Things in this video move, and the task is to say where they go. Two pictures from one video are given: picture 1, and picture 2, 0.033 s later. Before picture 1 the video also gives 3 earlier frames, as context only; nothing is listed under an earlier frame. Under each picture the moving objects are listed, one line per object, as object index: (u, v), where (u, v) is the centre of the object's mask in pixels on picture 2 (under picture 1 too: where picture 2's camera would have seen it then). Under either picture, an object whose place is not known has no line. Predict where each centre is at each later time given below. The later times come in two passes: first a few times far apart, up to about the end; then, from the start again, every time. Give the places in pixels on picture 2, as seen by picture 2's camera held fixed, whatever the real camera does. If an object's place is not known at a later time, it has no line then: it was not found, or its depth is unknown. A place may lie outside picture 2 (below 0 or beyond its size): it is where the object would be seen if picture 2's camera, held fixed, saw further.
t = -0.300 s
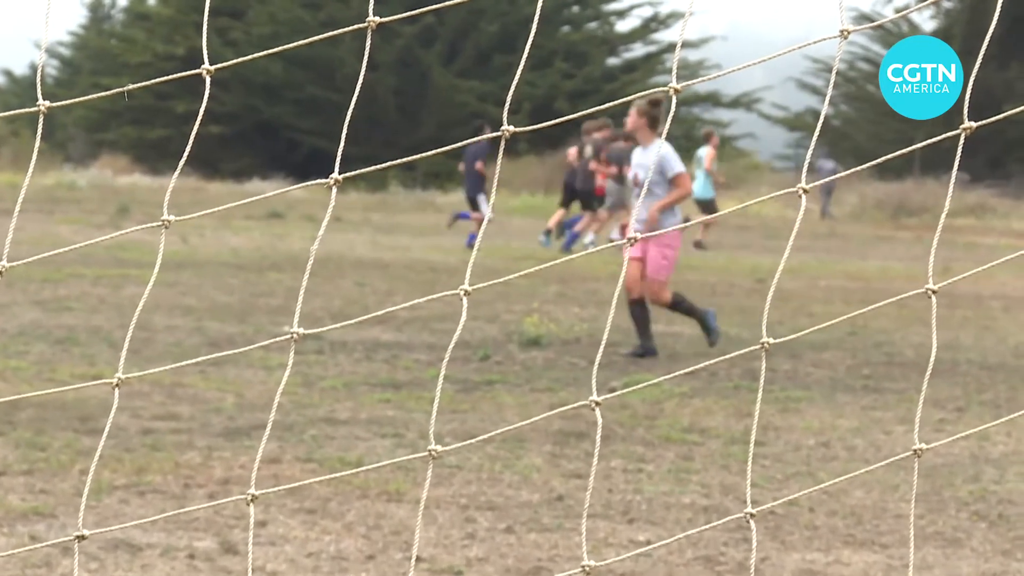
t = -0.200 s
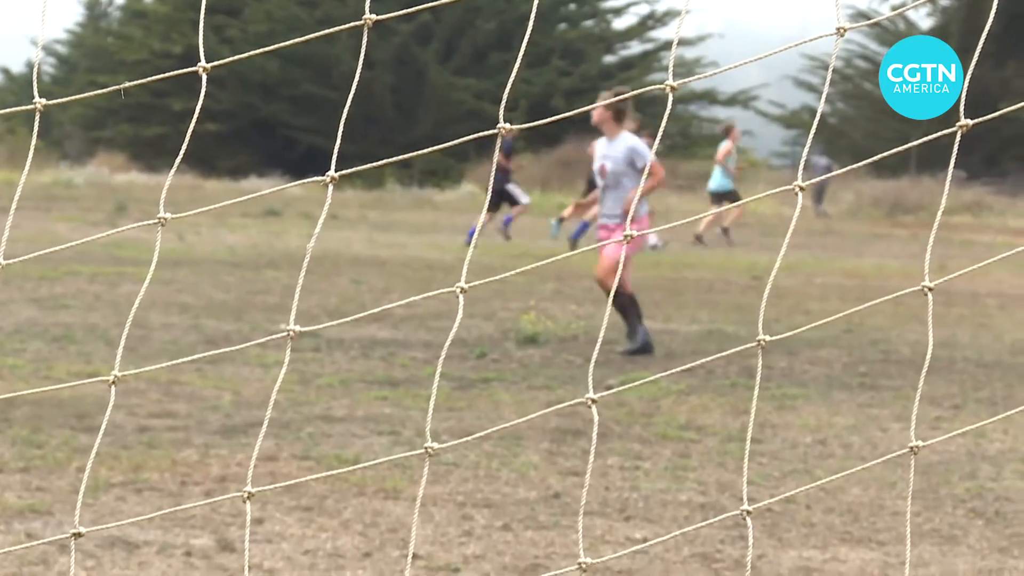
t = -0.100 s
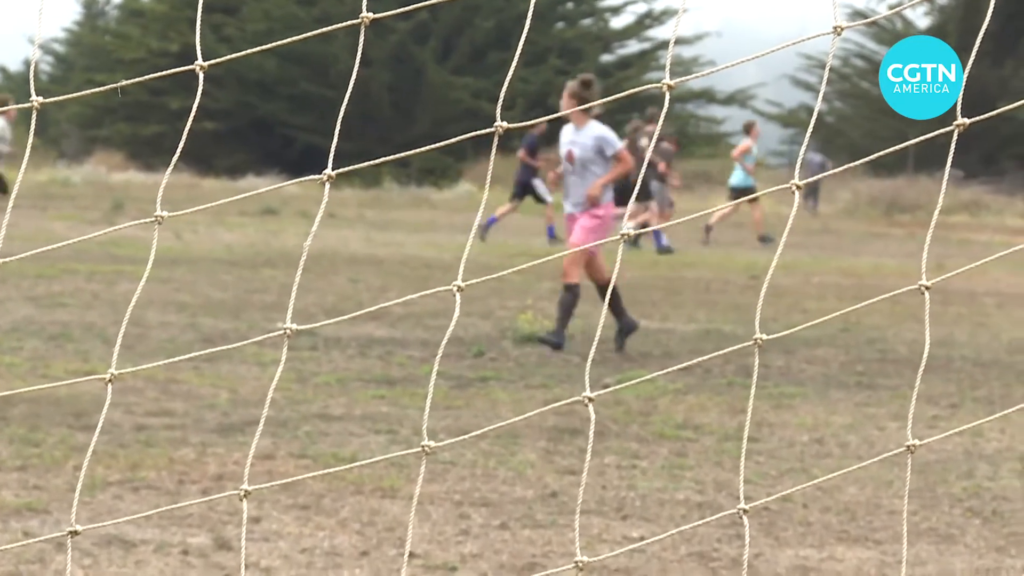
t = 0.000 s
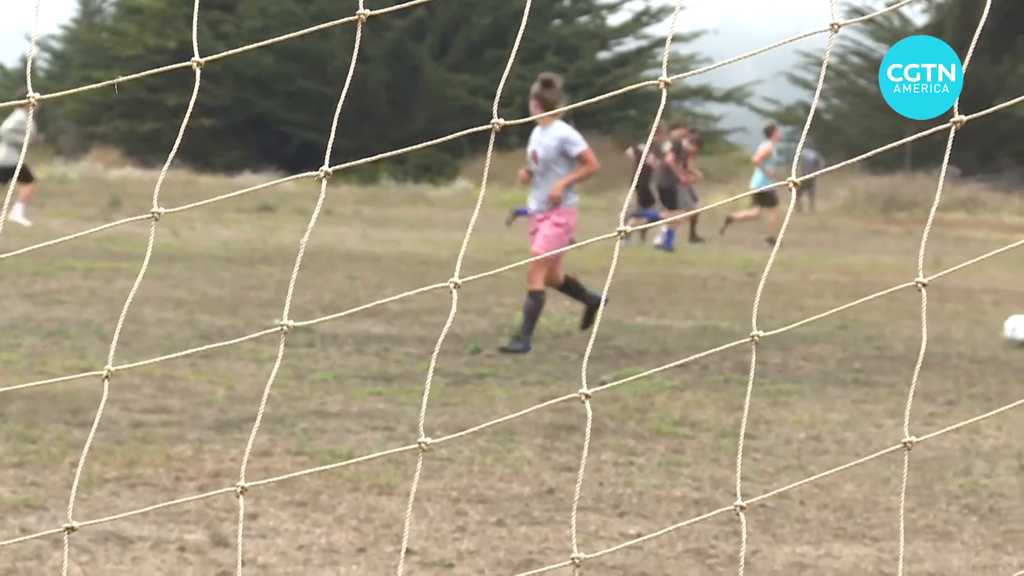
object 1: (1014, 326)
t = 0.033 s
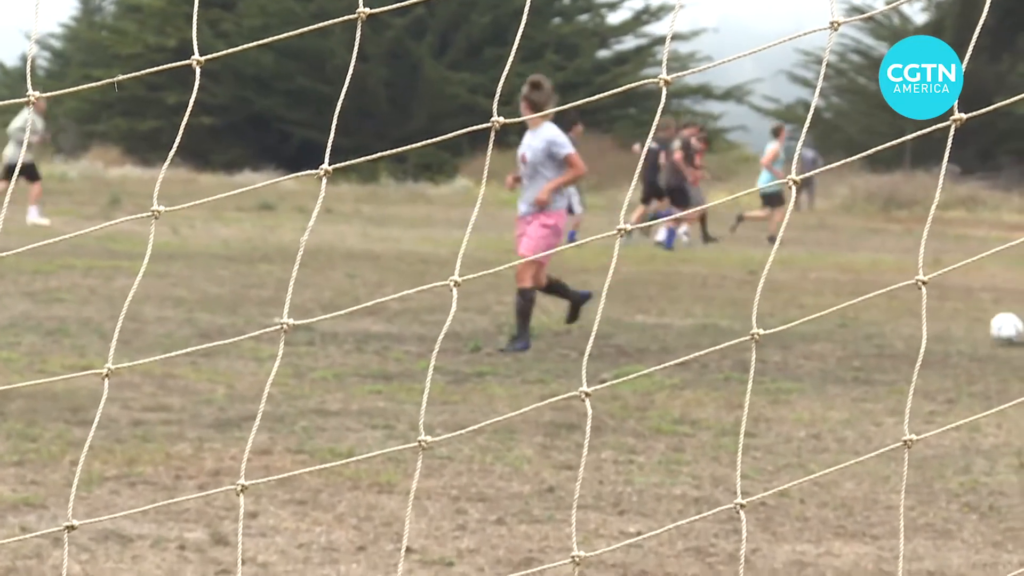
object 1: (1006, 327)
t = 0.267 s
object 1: (934, 325)
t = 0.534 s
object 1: (883, 324)
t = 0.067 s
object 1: (992, 329)
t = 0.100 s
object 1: (979, 328)
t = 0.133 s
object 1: (968, 328)
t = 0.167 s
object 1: (958, 327)
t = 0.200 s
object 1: (950, 326)
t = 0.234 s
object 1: (942, 324)
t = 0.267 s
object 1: (934, 325)
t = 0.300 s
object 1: (923, 326)
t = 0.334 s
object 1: (919, 324)
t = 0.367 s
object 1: (911, 321)
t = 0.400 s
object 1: (908, 320)
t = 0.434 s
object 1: (902, 319)
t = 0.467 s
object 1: (896, 320)
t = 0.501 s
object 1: (889, 321)
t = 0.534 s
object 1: (883, 324)
